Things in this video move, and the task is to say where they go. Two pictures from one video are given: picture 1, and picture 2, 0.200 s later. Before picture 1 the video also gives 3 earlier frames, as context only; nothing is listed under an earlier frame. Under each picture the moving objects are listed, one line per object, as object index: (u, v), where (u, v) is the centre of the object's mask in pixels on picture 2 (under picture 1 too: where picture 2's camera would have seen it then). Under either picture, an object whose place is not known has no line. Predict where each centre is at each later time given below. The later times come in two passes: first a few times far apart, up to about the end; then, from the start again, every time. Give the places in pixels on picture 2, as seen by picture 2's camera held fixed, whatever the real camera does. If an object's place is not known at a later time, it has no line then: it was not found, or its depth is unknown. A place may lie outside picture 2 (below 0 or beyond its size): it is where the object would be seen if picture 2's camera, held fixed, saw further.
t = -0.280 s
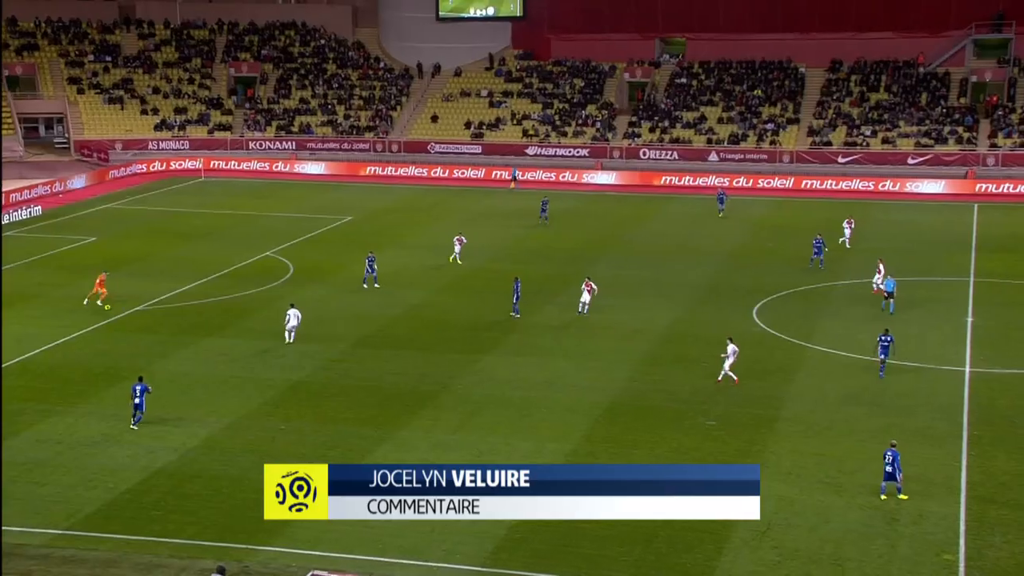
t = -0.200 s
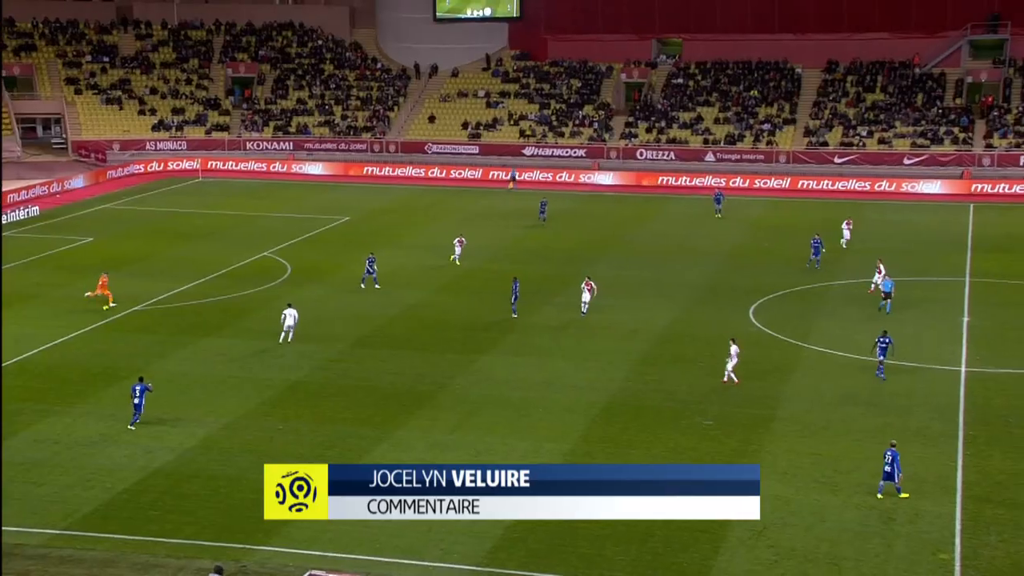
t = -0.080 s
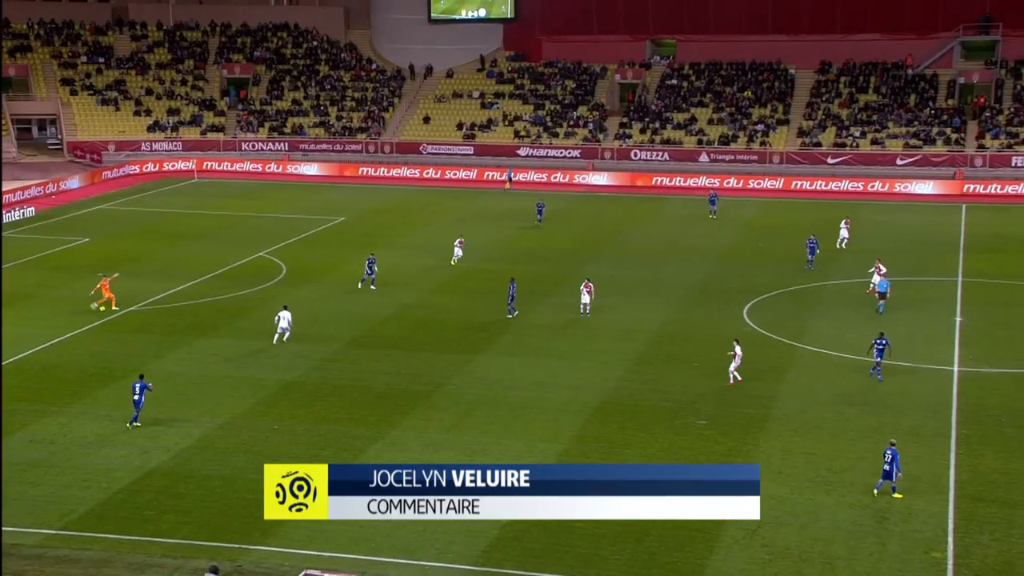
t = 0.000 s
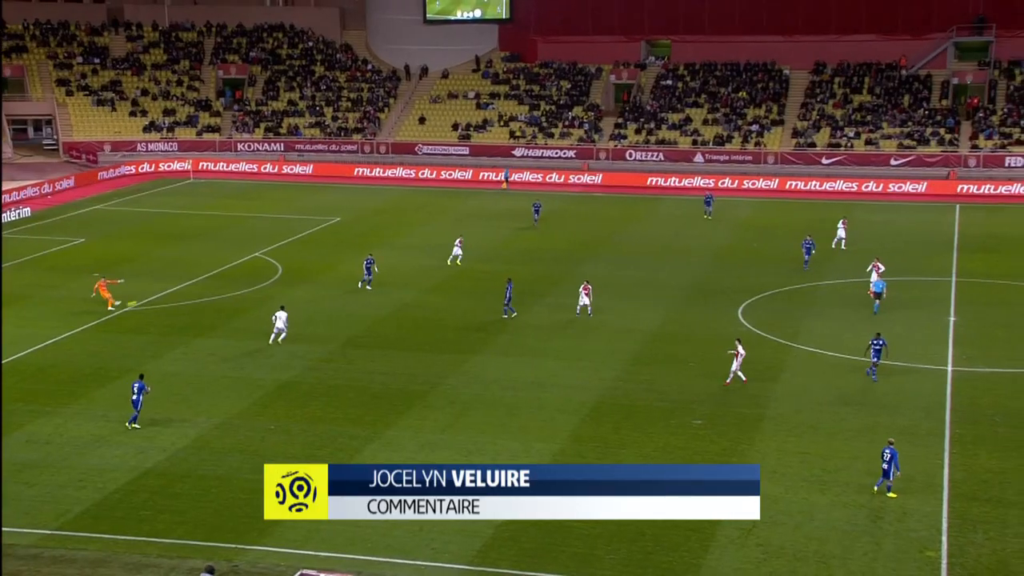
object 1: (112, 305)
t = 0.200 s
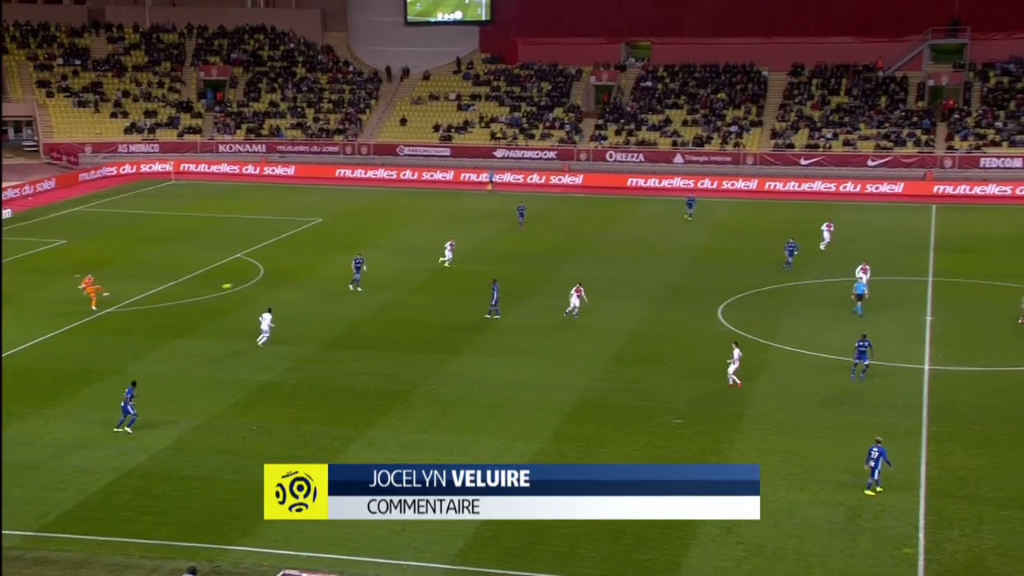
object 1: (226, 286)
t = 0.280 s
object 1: (270, 279)
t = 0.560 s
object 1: (418, 254)
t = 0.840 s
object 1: (558, 233)
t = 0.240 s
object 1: (248, 282)
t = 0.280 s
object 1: (270, 279)
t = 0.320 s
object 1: (292, 275)
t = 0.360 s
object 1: (313, 271)
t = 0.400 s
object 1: (334, 267)
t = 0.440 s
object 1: (356, 263)
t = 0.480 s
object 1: (377, 260)
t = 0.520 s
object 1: (397, 257)
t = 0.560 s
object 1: (418, 254)
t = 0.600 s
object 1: (438, 250)
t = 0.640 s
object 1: (458, 247)
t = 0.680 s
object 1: (480, 243)
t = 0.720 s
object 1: (499, 241)
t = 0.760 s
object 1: (519, 238)
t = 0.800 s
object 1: (539, 235)
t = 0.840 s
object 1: (558, 233)
